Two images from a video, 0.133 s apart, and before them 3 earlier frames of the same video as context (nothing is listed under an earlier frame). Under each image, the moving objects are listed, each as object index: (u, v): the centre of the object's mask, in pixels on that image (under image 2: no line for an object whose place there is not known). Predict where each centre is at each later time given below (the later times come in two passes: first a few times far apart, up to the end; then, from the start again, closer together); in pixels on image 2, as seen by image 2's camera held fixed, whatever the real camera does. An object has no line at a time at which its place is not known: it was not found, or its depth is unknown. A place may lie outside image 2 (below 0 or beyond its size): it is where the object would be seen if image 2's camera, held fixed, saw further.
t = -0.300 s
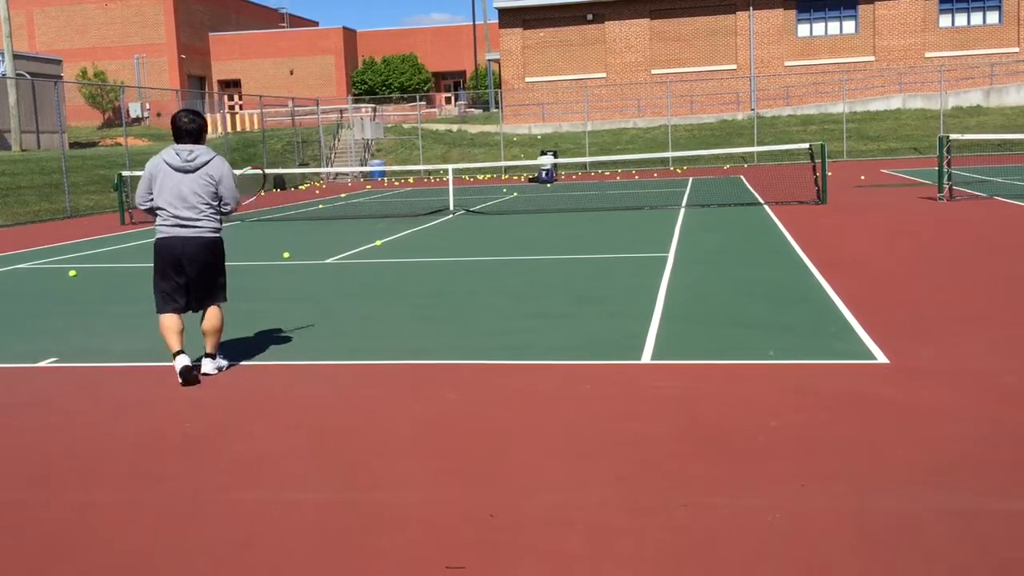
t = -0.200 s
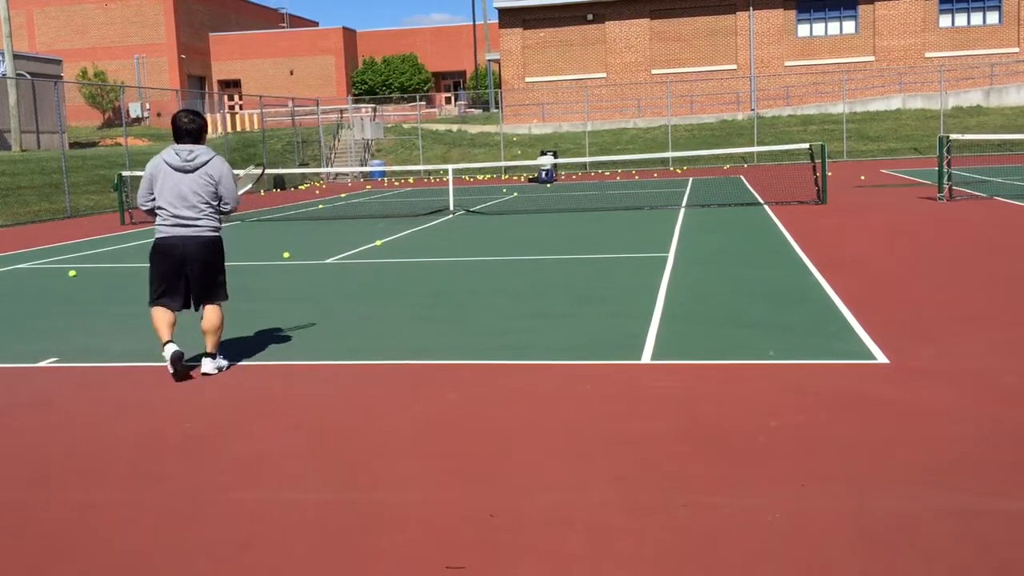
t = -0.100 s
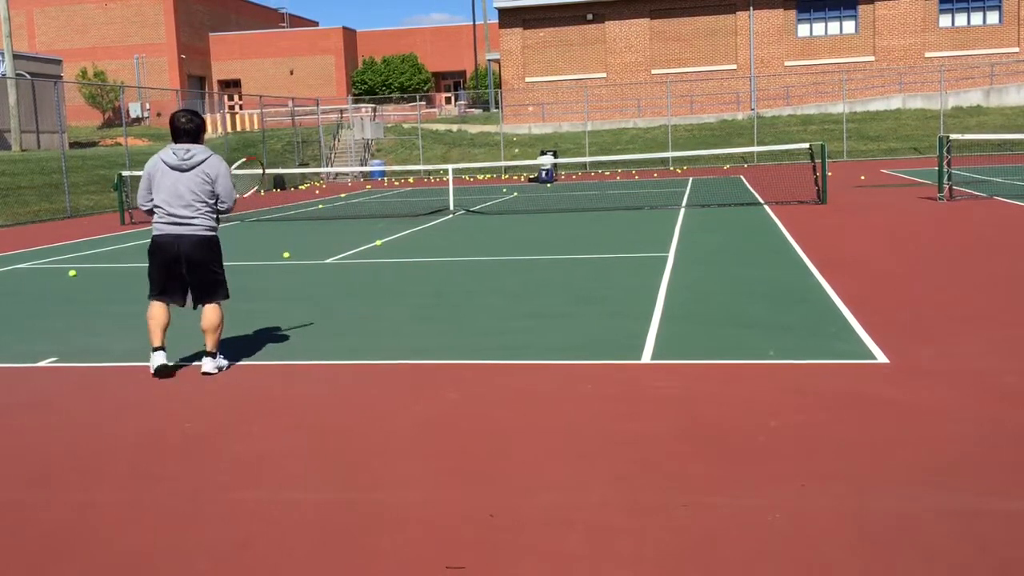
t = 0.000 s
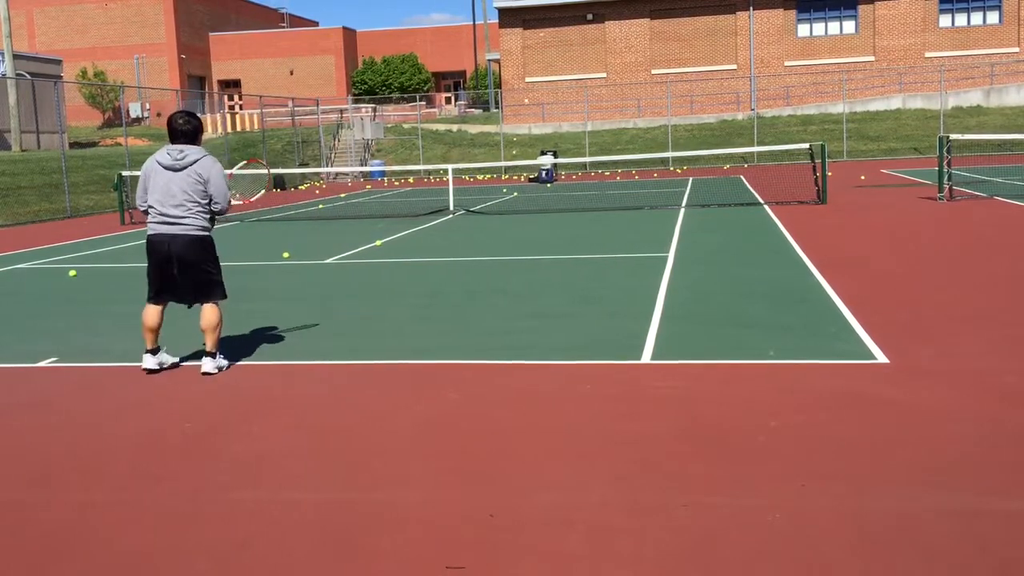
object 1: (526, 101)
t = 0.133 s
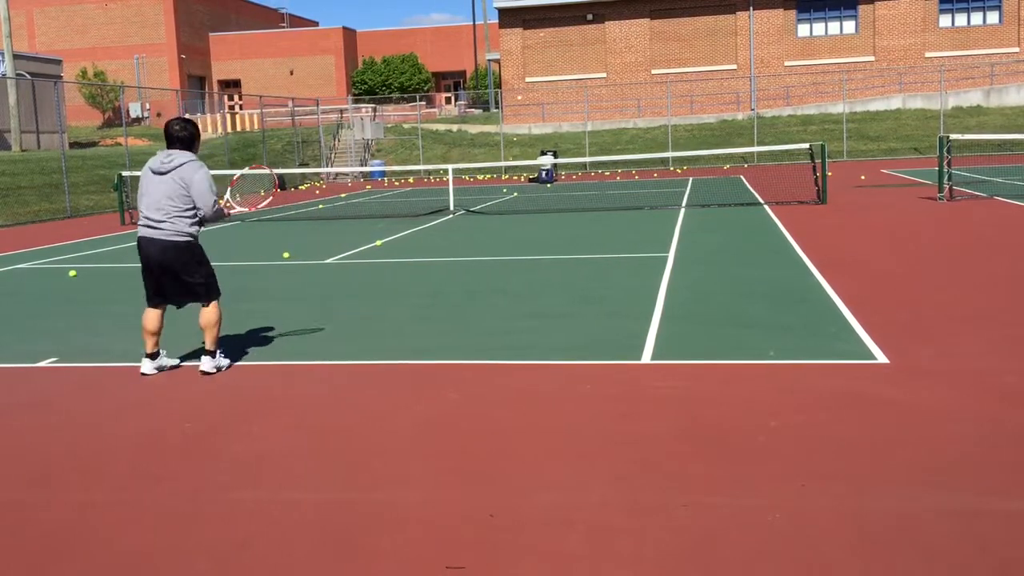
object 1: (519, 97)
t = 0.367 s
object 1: (506, 122)
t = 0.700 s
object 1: (479, 245)
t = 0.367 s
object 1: (506, 122)
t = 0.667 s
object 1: (482, 236)
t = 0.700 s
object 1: (479, 245)
